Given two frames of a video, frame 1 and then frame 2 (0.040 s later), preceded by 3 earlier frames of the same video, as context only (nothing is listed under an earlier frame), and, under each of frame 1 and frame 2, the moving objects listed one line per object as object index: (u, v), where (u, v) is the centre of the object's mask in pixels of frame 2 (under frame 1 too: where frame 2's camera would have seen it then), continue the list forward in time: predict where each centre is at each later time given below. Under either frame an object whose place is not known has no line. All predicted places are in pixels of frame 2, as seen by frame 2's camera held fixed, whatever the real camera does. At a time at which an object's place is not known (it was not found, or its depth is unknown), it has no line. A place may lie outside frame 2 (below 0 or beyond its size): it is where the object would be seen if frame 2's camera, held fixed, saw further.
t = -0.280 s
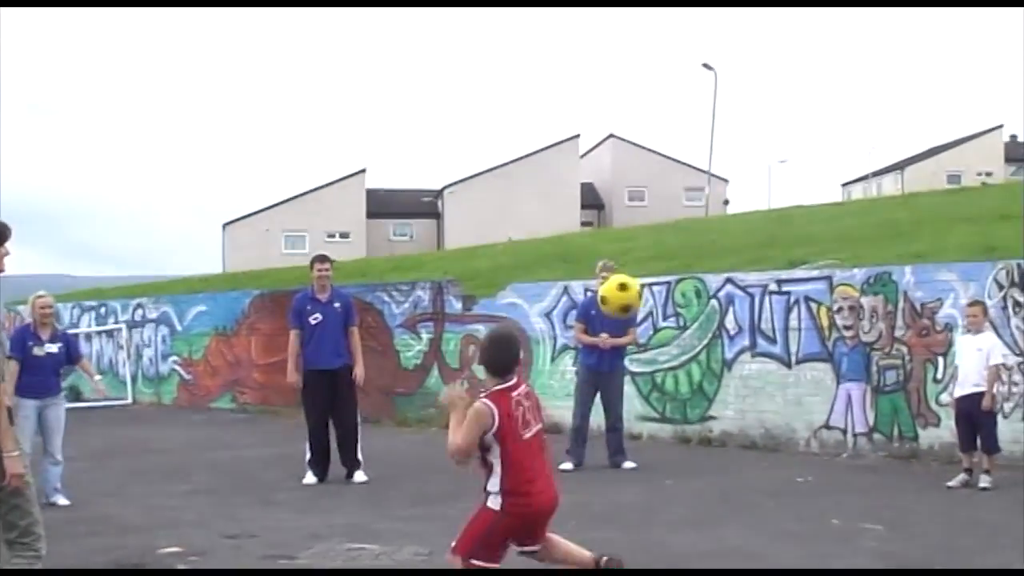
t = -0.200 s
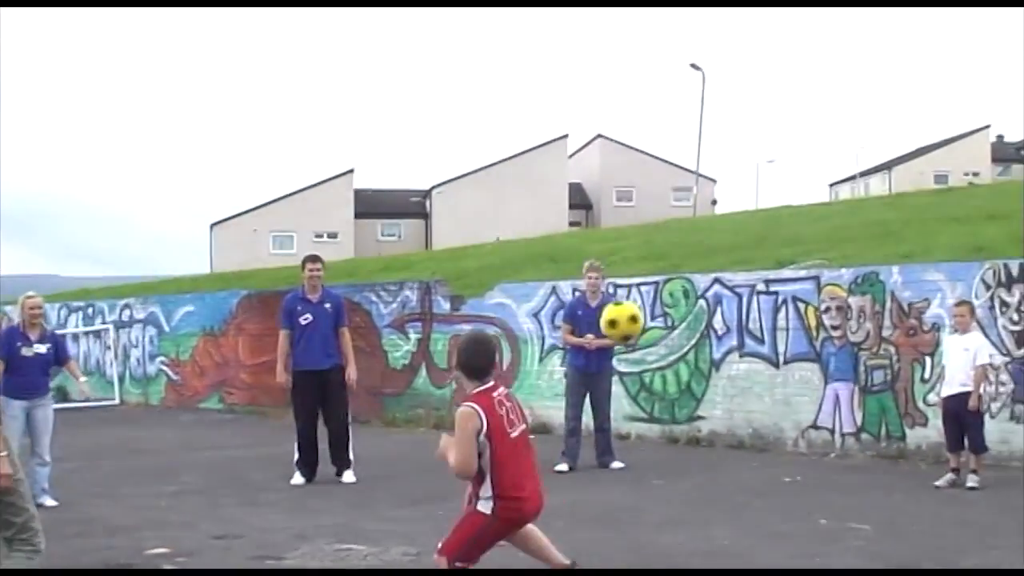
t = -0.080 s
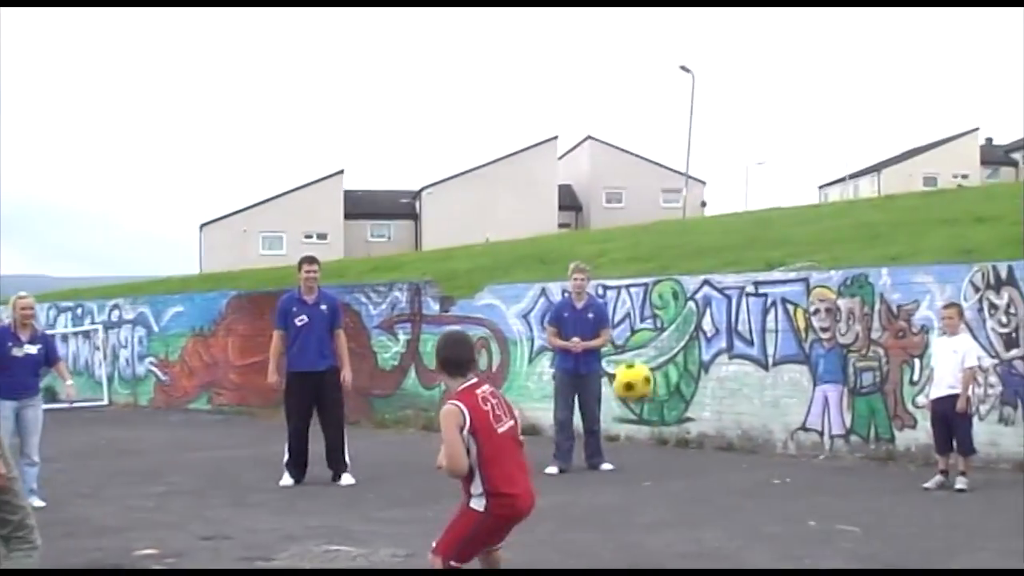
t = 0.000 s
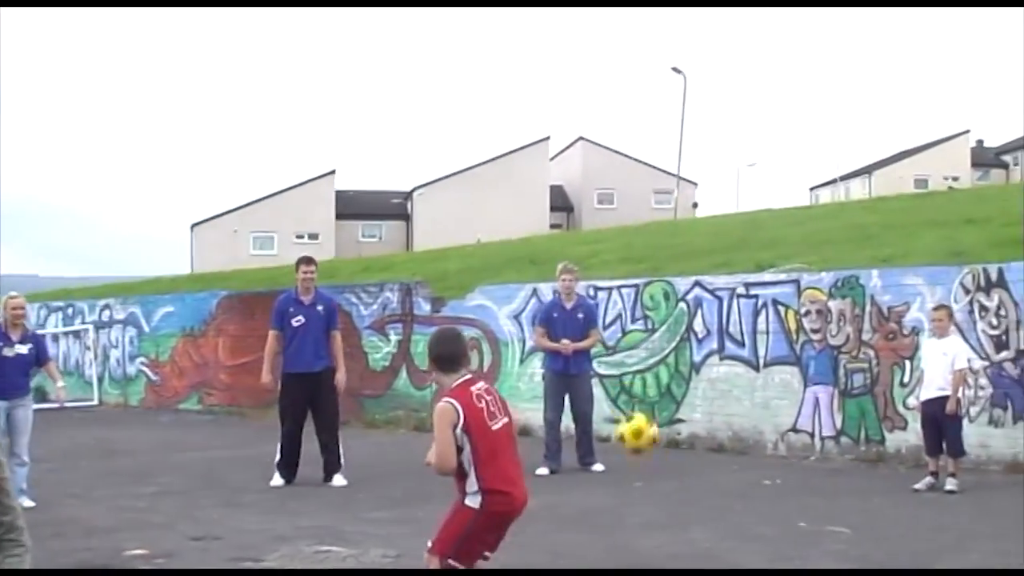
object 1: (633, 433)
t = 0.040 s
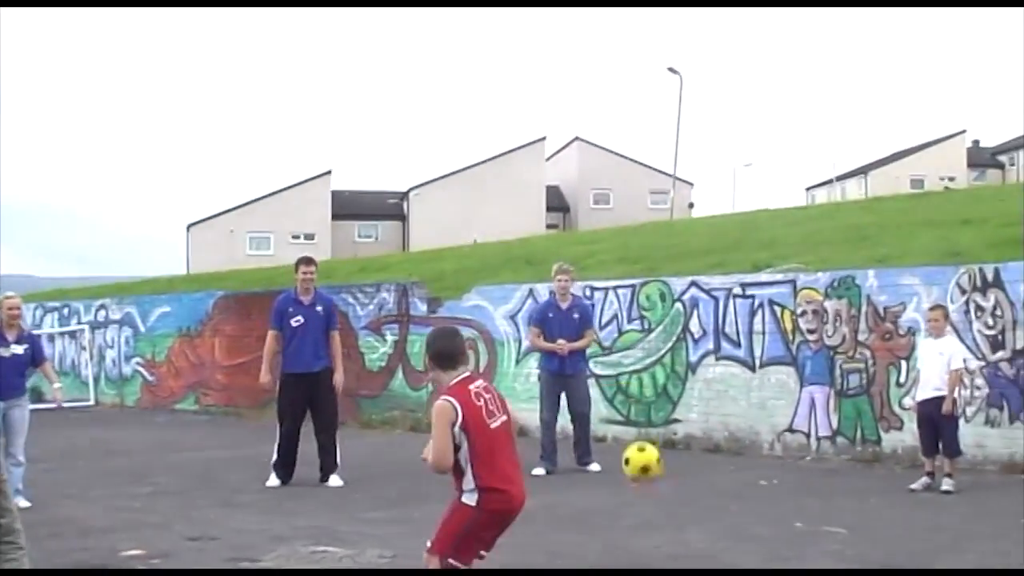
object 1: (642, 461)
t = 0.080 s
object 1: (651, 491)
